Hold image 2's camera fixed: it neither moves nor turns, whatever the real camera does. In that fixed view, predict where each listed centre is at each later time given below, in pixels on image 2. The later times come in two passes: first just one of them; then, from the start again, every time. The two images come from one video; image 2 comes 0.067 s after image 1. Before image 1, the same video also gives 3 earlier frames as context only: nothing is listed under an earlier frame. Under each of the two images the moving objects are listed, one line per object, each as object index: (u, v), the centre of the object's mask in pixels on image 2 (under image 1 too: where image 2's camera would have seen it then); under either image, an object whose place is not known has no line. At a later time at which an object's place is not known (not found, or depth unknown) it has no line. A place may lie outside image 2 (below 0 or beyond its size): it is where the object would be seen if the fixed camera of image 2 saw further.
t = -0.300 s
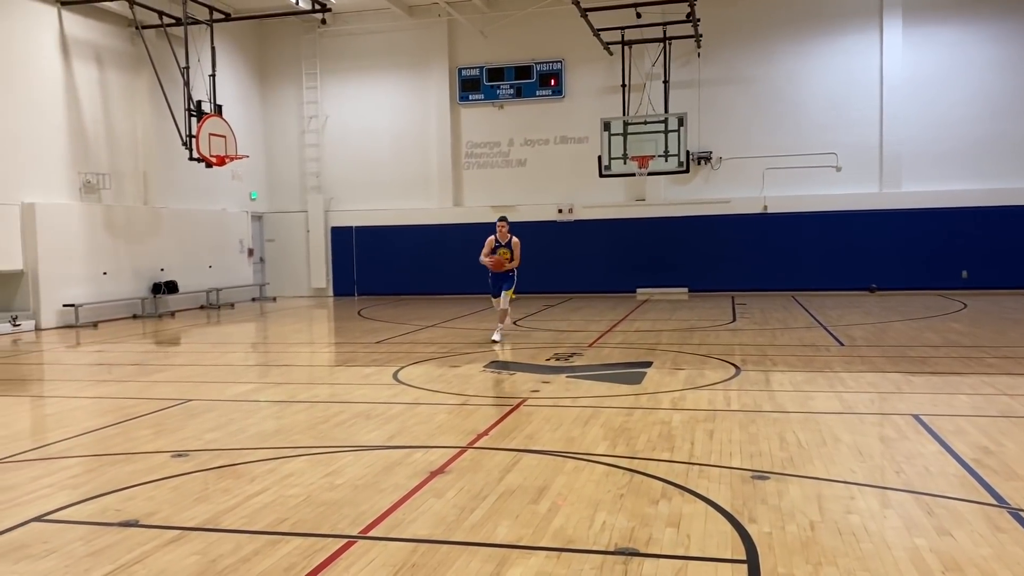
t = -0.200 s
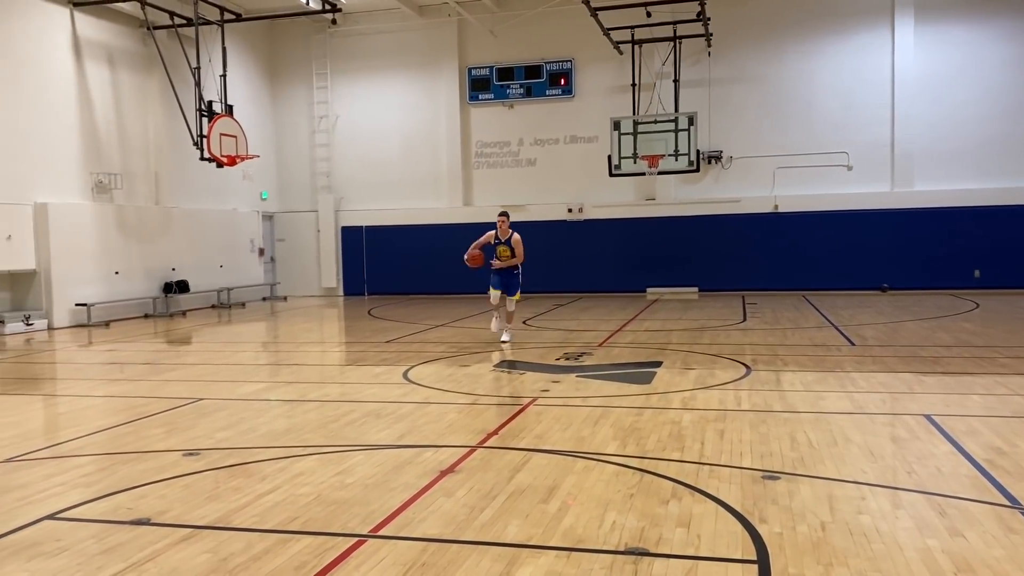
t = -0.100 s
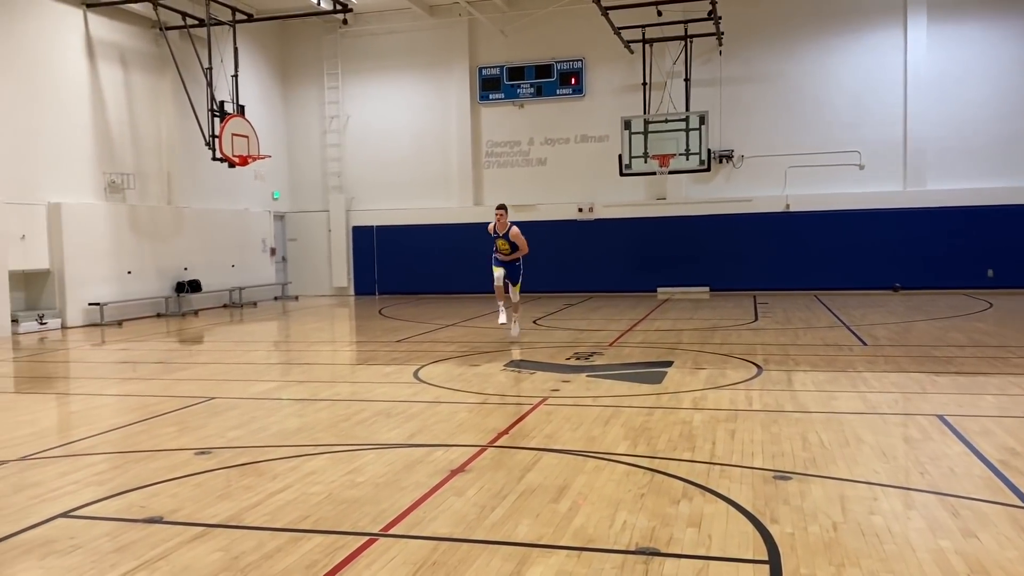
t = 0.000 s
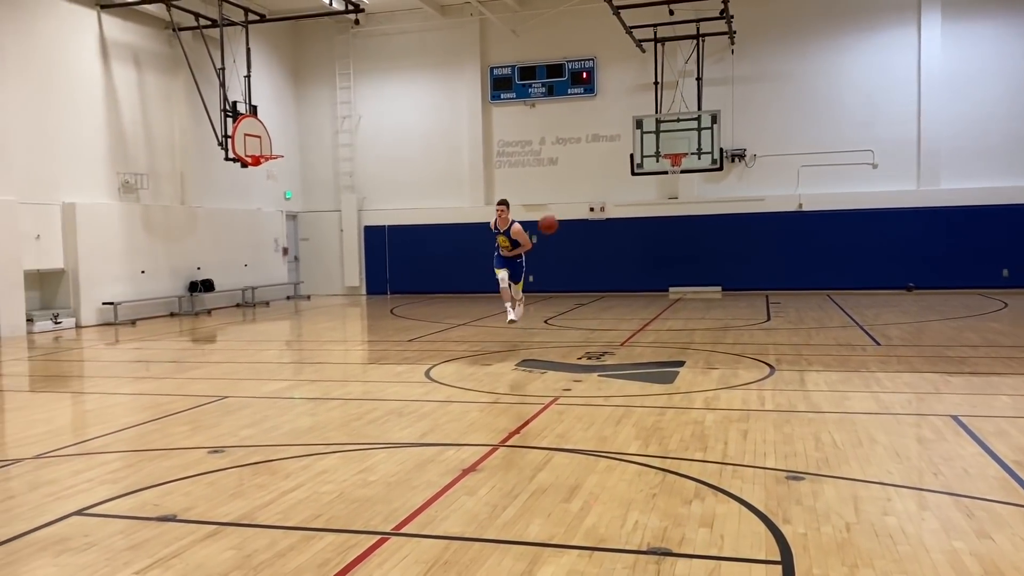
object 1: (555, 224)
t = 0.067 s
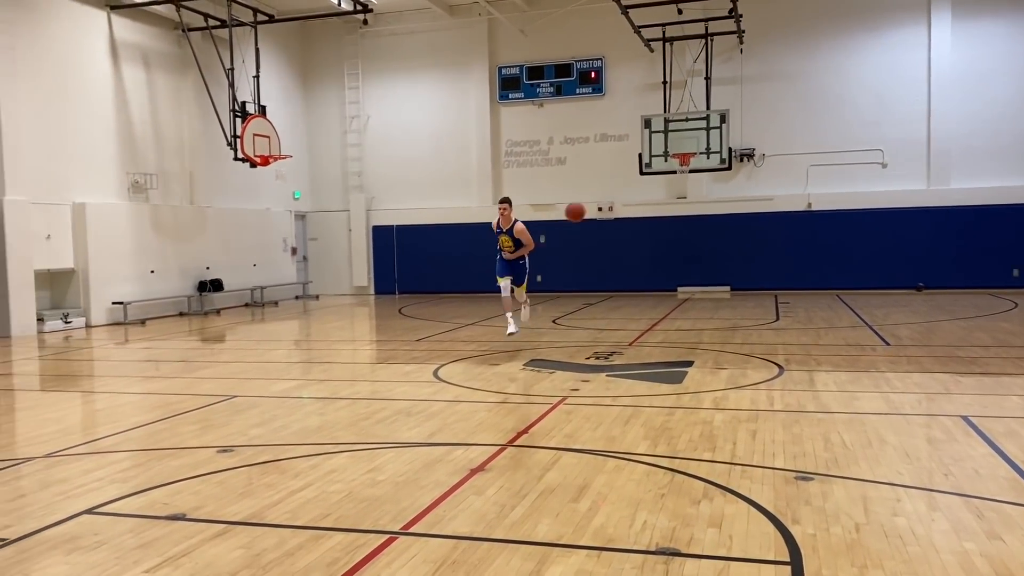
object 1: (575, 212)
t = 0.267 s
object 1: (654, 191)
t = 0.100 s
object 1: (586, 206)
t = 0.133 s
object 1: (598, 202)
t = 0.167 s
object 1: (610, 198)
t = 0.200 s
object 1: (624, 195)
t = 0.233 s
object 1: (638, 193)
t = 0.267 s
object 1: (654, 191)
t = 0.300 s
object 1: (671, 192)
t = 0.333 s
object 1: (689, 193)
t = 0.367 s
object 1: (709, 194)
